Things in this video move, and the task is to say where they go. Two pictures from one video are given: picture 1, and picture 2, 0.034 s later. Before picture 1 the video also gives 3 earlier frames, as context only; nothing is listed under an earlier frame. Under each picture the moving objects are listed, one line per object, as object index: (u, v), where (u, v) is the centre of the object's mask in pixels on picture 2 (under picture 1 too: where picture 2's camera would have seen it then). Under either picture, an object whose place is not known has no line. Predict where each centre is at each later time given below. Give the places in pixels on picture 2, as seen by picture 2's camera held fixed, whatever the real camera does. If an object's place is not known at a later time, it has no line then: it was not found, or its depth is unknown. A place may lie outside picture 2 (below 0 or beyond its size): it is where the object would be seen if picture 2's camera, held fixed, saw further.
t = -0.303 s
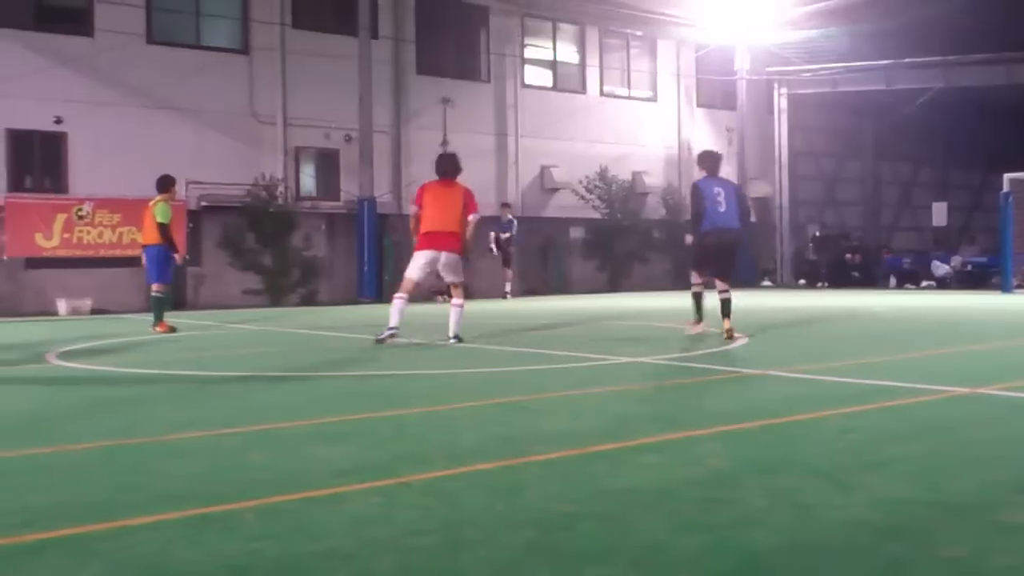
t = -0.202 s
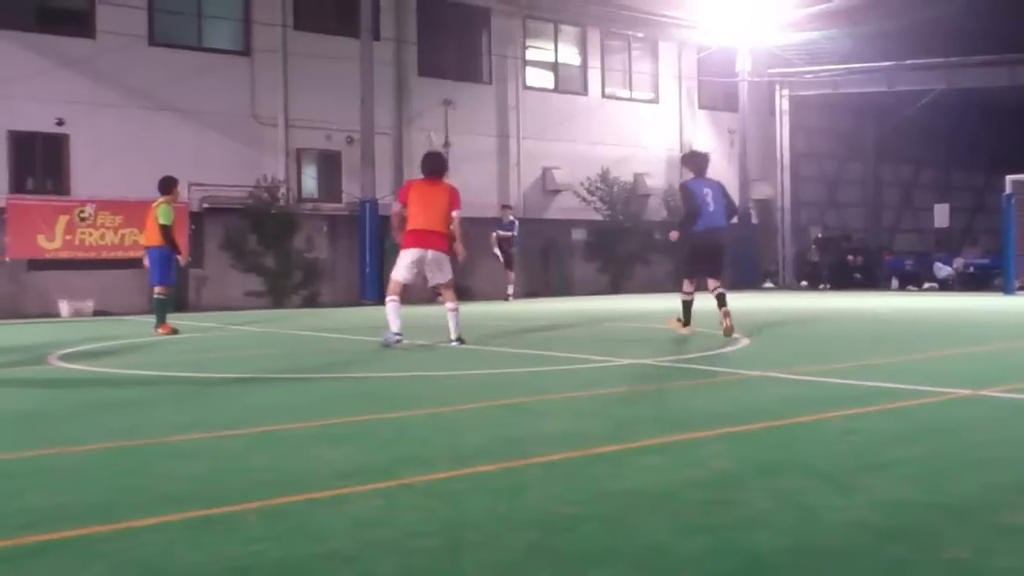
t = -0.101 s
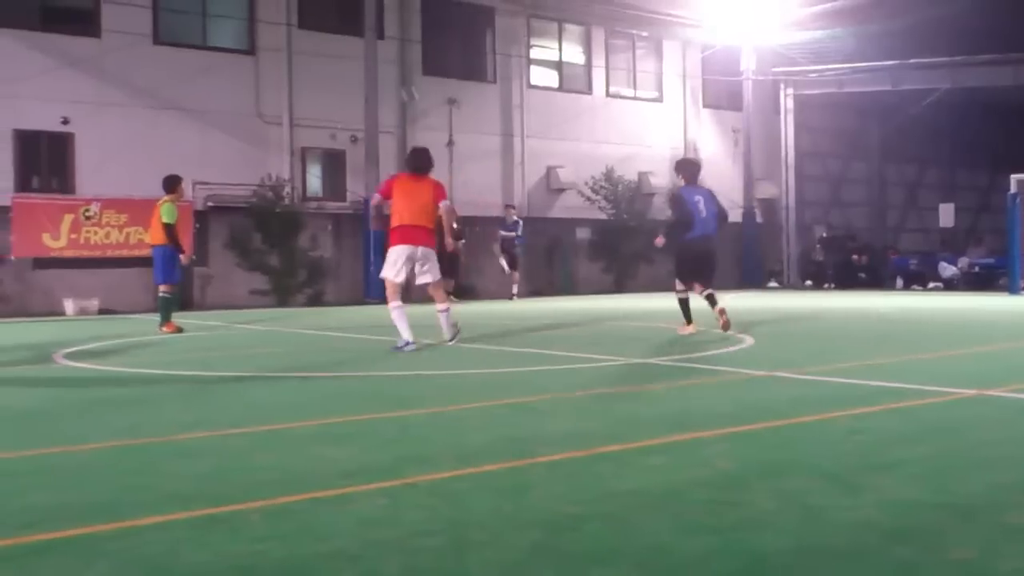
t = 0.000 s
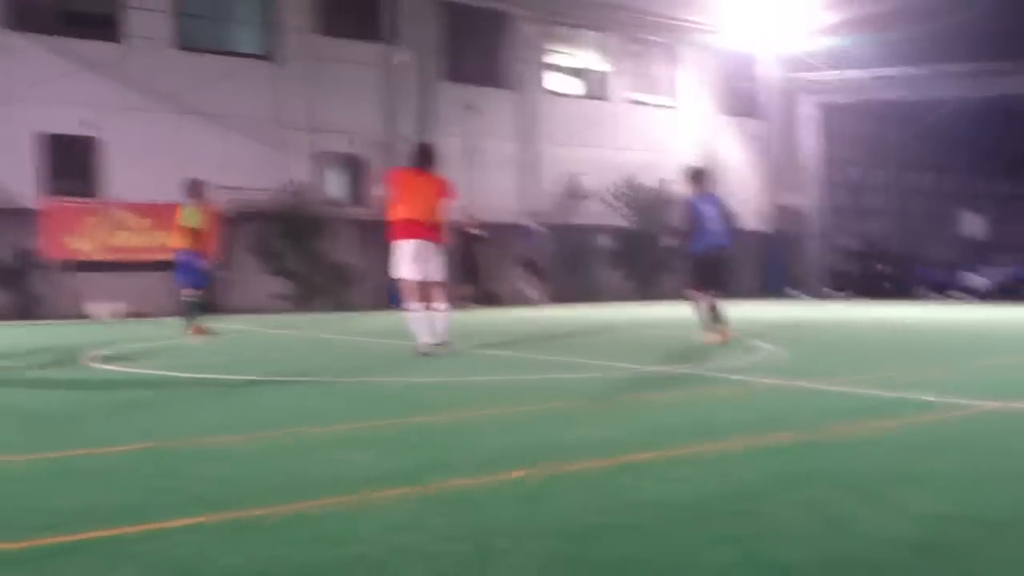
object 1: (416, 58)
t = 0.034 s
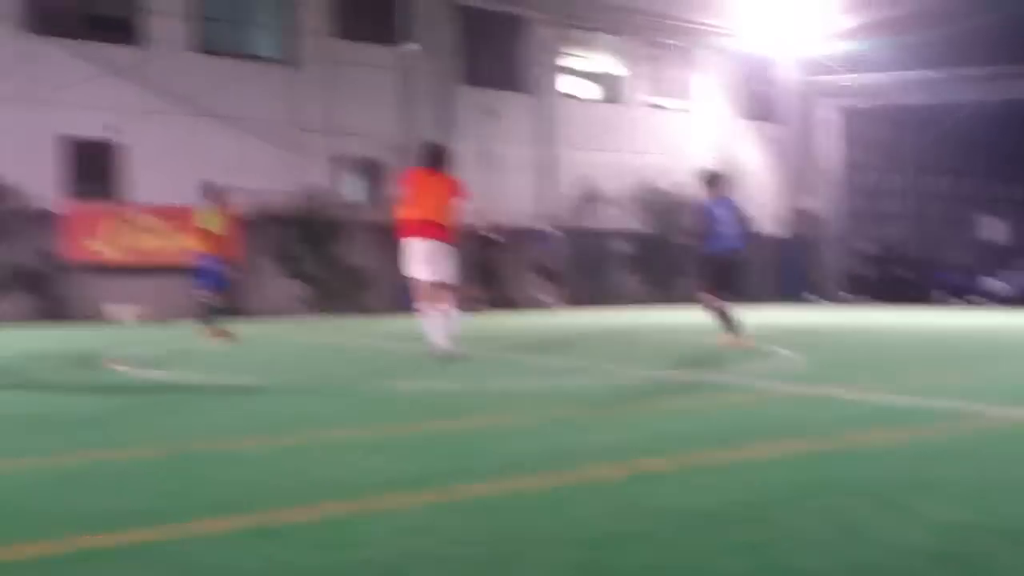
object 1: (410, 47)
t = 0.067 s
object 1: (399, 34)
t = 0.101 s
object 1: (388, 21)
